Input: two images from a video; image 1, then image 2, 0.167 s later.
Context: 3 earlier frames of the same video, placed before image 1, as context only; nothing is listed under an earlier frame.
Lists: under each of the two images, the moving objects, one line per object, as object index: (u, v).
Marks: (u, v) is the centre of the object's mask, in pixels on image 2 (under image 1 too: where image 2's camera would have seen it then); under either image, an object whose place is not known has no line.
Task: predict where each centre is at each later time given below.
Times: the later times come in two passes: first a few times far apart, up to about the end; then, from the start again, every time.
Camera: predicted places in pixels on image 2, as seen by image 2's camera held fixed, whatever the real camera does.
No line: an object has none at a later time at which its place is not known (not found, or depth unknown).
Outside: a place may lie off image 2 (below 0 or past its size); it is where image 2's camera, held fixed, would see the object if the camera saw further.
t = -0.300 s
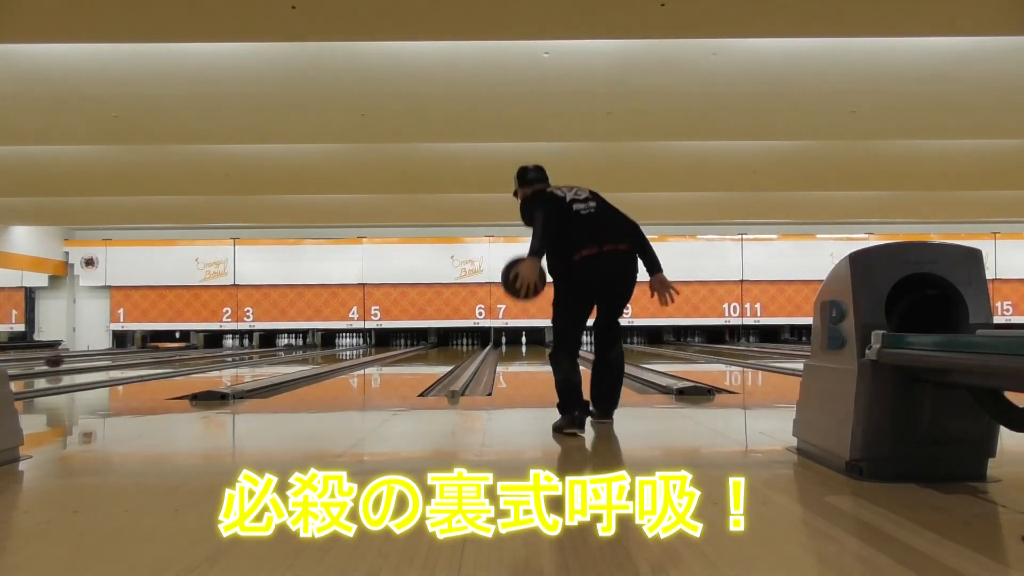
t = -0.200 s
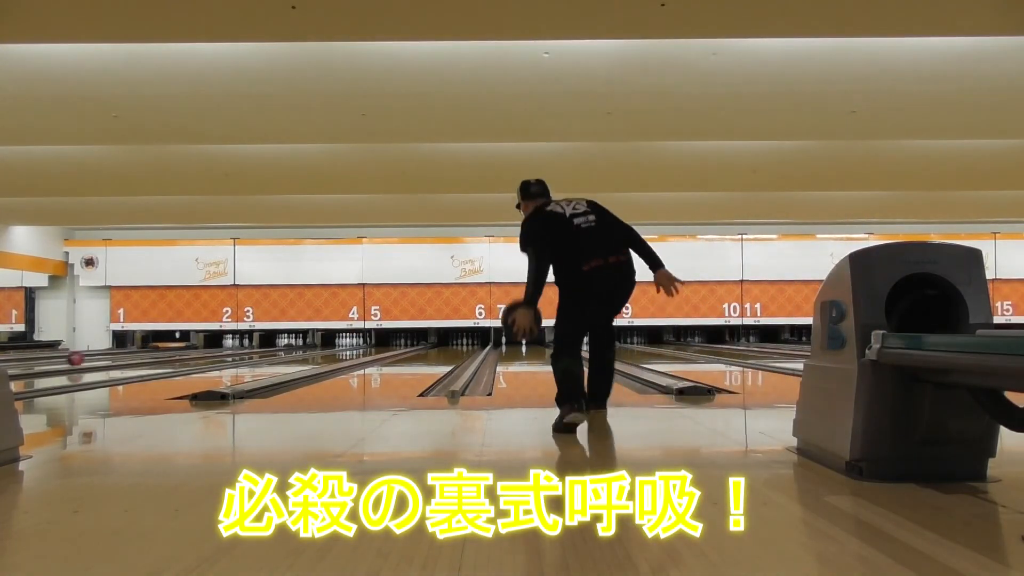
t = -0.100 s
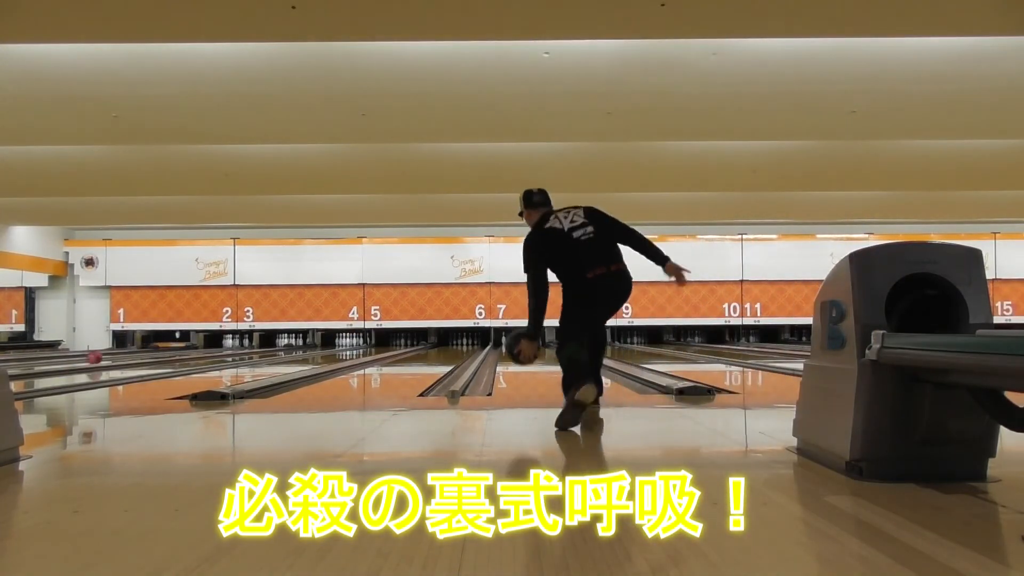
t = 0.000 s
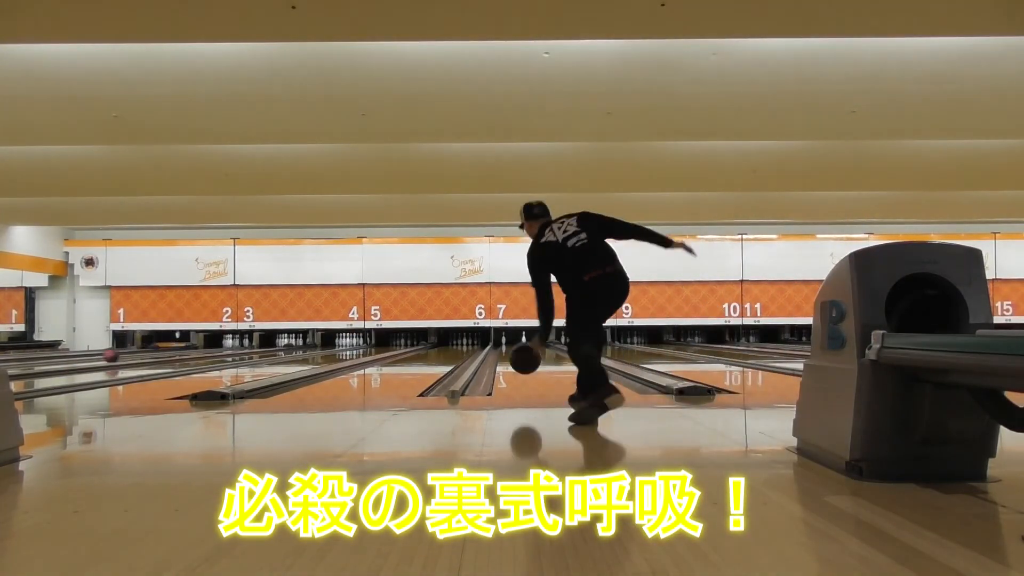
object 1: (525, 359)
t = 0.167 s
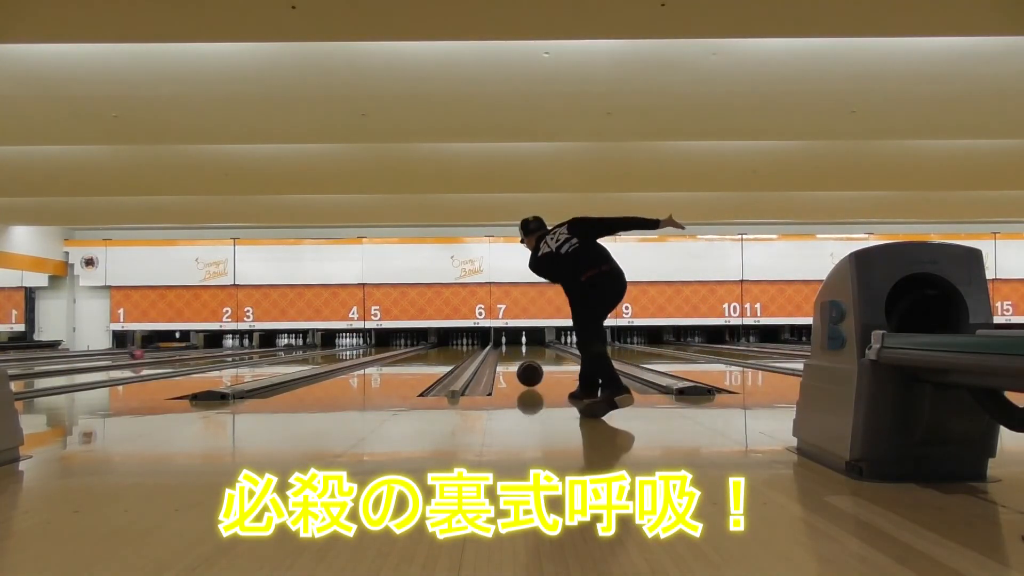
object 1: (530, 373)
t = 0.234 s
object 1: (531, 371)
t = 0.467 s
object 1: (535, 364)
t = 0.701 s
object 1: (537, 359)
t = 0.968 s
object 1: (539, 354)
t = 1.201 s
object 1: (540, 351)
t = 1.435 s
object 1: (540, 349)
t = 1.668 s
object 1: (541, 346)
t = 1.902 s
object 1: (540, 345)
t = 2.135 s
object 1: (540, 344)
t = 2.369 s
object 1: (539, 343)
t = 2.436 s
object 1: (538, 342)
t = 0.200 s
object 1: (530, 373)
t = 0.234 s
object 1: (531, 371)
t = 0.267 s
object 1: (532, 370)
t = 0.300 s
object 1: (532, 369)
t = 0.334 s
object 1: (533, 368)
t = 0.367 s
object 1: (533, 367)
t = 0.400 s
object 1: (534, 366)
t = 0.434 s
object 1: (534, 365)
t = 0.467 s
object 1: (535, 364)
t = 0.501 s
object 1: (535, 363)
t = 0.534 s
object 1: (536, 363)
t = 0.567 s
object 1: (536, 362)
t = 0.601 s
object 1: (536, 361)
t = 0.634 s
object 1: (536, 360)
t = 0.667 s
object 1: (537, 359)
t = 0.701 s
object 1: (537, 359)
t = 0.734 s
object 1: (537, 359)
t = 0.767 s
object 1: (537, 358)
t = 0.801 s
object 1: (537, 357)
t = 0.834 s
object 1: (538, 357)
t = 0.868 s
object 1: (538, 356)
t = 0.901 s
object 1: (538, 355)
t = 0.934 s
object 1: (538, 354)
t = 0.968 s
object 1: (539, 354)
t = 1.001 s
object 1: (539, 353)
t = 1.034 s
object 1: (539, 353)
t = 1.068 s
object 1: (539, 353)
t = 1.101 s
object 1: (539, 352)
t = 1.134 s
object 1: (540, 352)
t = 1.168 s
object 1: (540, 351)
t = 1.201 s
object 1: (540, 351)
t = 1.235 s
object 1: (540, 350)
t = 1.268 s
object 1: (540, 350)
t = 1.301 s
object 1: (540, 350)
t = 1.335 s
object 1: (540, 349)
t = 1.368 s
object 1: (540, 349)
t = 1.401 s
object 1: (540, 348)
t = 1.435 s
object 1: (540, 349)
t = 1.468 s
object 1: (540, 348)
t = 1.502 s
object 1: (540, 348)
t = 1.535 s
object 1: (540, 347)
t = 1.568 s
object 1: (540, 347)
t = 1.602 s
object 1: (541, 347)
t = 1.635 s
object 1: (540, 347)
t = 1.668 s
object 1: (541, 346)
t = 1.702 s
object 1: (541, 346)
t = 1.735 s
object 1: (540, 346)
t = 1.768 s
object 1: (540, 346)
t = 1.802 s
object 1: (540, 345)
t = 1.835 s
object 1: (540, 345)
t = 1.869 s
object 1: (540, 345)
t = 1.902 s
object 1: (540, 345)
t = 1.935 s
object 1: (540, 345)
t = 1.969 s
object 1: (540, 344)
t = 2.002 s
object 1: (540, 344)
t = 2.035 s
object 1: (540, 344)
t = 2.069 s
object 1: (540, 344)
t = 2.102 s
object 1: (540, 344)
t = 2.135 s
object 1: (540, 344)
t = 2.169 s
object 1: (540, 344)
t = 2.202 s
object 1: (539, 344)
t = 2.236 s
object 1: (539, 344)
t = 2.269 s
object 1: (539, 343)
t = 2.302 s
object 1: (539, 343)
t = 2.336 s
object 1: (539, 343)
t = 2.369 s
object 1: (539, 343)
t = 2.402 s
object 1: (539, 343)
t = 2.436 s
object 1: (538, 342)
